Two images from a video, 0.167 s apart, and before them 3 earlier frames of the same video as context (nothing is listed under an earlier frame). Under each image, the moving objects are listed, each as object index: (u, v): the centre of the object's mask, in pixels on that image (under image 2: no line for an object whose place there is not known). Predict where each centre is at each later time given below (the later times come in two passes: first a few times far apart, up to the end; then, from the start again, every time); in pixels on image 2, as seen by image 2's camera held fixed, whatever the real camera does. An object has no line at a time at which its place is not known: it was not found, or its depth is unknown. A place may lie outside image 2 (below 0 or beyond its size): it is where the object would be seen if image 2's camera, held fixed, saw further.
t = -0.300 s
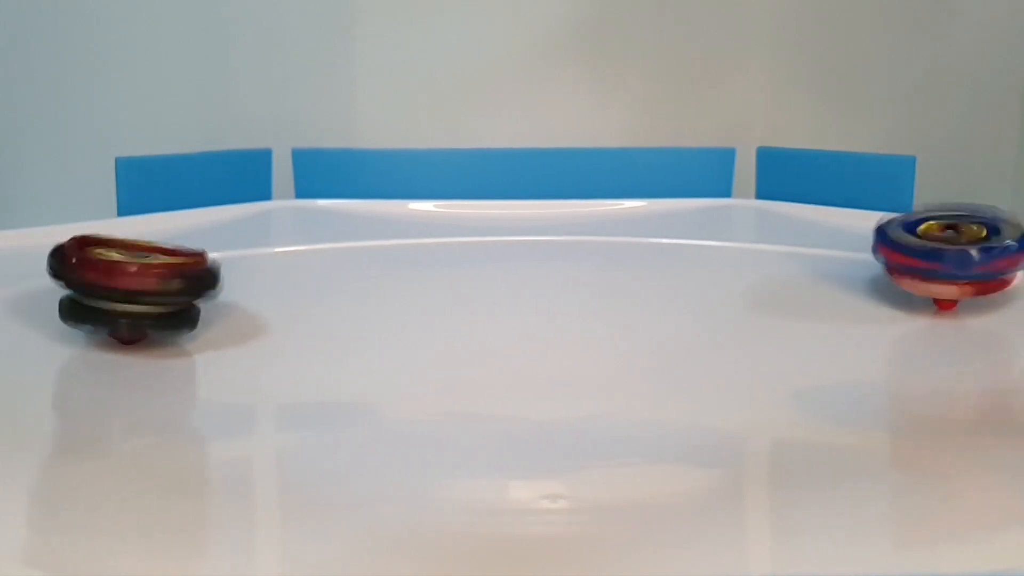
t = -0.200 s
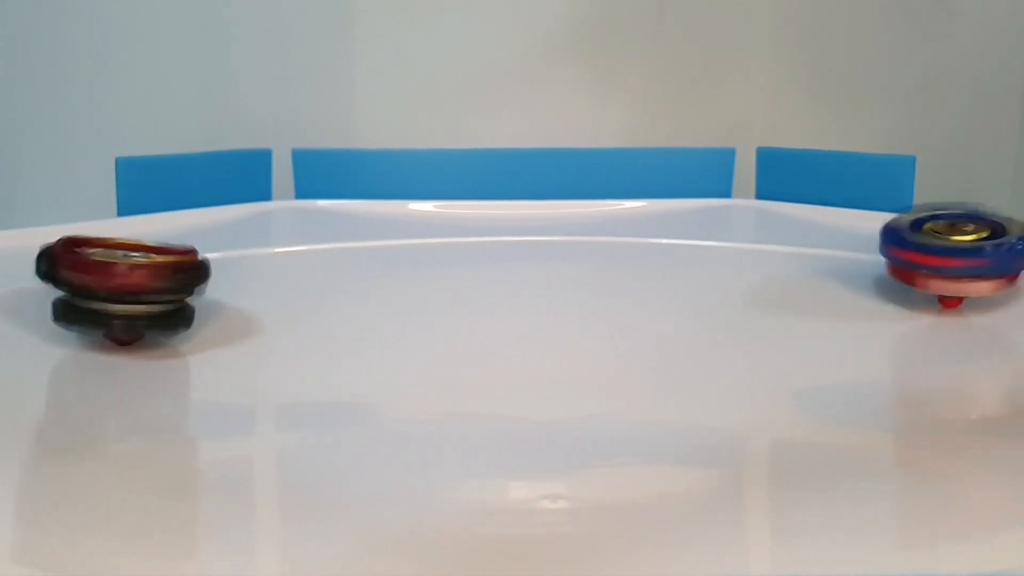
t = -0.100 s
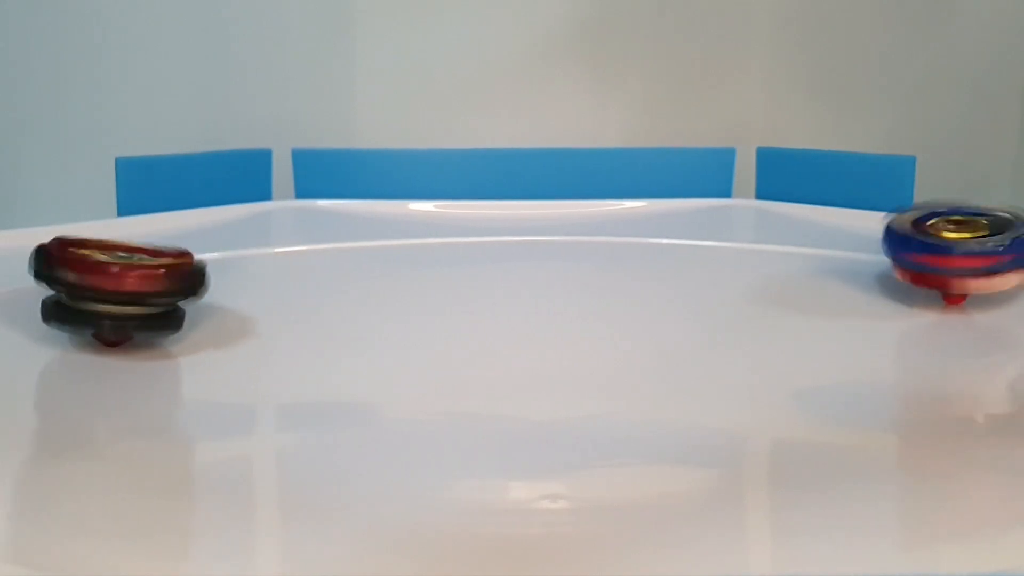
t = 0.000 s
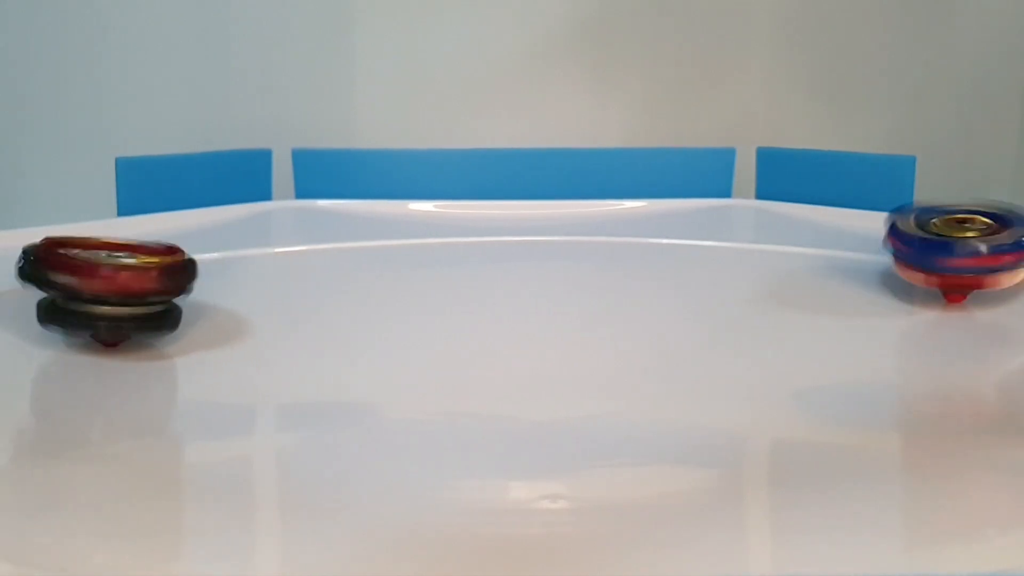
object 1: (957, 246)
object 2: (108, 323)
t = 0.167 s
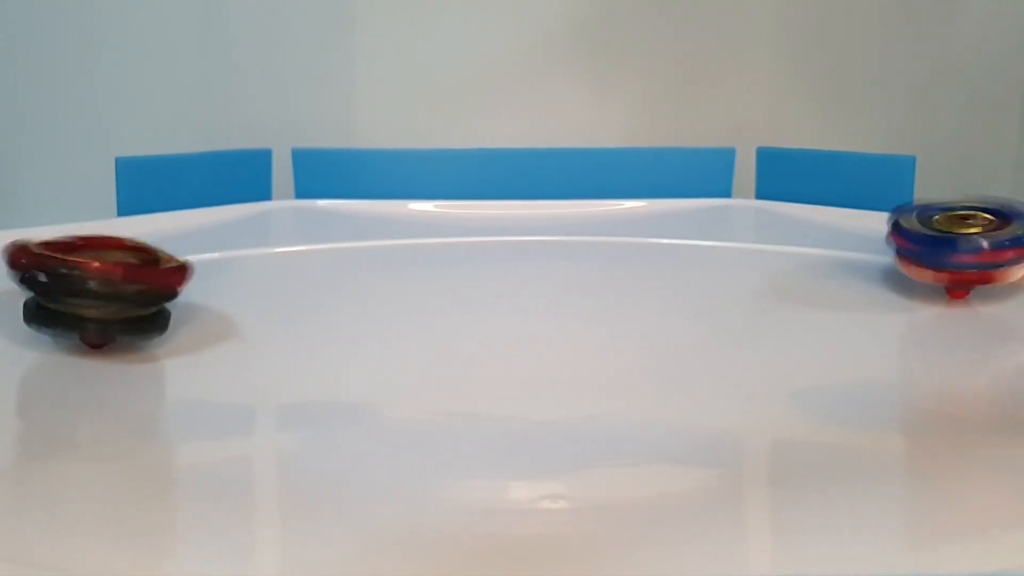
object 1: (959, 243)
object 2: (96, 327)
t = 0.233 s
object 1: (960, 242)
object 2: (92, 326)
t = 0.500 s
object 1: (961, 236)
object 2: (76, 330)
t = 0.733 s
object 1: (961, 232)
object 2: (72, 332)
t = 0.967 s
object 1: (959, 230)
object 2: (83, 327)
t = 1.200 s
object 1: (953, 227)
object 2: (70, 339)
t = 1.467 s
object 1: (941, 226)
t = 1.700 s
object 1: (928, 226)
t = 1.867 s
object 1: (920, 228)
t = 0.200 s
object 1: (959, 242)
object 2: (94, 326)
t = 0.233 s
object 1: (960, 242)
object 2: (92, 326)
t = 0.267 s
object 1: (960, 241)
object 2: (88, 328)
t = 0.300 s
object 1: (960, 240)
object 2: (85, 327)
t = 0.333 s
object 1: (960, 239)
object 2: (84, 326)
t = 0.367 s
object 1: (960, 238)
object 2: (84, 328)
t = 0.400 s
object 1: (961, 238)
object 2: (83, 328)
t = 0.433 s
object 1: (961, 238)
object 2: (82, 329)
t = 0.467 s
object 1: (960, 237)
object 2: (78, 329)
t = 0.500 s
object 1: (961, 236)
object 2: (76, 330)
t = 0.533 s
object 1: (961, 235)
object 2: (75, 330)
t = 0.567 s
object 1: (961, 235)
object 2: (76, 330)
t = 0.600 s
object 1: (961, 234)
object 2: (75, 331)
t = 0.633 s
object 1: (961, 235)
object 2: (75, 331)
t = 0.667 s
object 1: (962, 233)
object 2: (76, 332)
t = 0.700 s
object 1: (961, 232)
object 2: (72, 333)
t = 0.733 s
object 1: (961, 232)
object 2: (72, 332)
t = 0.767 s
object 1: (961, 232)
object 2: (74, 332)
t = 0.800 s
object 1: (961, 232)
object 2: (73, 334)
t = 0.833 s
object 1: (960, 231)
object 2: (73, 334)
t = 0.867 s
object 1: (960, 231)
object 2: (74, 334)
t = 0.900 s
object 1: (960, 229)
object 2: (72, 335)
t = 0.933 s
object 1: (959, 230)
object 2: (71, 336)
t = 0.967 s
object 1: (959, 230)
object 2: (83, 327)
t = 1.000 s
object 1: (958, 229)
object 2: (71, 336)
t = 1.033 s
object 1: (957, 228)
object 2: (72, 336)
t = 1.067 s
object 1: (956, 227)
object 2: (71, 337)
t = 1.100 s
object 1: (956, 228)
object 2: (70, 337)
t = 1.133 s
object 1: (955, 227)
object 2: (70, 338)
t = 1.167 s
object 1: (954, 227)
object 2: (69, 338)
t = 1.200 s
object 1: (953, 227)
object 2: (70, 339)
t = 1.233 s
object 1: (951, 226)
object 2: (72, 339)
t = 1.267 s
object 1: (951, 226)
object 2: (71, 338)
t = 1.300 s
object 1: (949, 226)
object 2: (72, 339)
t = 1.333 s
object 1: (949, 226)
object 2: (69, 340)
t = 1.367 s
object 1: (947, 225)
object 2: (69, 340)
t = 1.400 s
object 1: (945, 225)
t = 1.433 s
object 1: (944, 226)
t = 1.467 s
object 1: (941, 226)
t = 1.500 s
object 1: (940, 226)
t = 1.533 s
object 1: (937, 225)
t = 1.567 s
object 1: (936, 225)
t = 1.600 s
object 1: (934, 225)
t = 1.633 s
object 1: (932, 226)
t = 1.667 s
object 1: (931, 226)
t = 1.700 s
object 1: (928, 226)
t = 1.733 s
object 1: (927, 226)
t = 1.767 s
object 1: (925, 226)
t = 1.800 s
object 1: (923, 228)
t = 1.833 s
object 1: (922, 228)
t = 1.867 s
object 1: (920, 228)
